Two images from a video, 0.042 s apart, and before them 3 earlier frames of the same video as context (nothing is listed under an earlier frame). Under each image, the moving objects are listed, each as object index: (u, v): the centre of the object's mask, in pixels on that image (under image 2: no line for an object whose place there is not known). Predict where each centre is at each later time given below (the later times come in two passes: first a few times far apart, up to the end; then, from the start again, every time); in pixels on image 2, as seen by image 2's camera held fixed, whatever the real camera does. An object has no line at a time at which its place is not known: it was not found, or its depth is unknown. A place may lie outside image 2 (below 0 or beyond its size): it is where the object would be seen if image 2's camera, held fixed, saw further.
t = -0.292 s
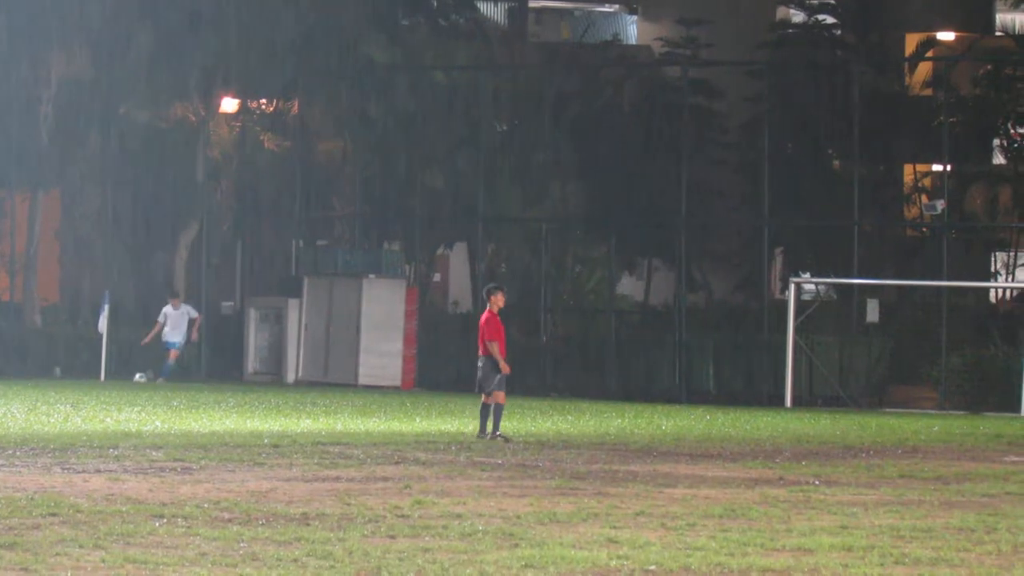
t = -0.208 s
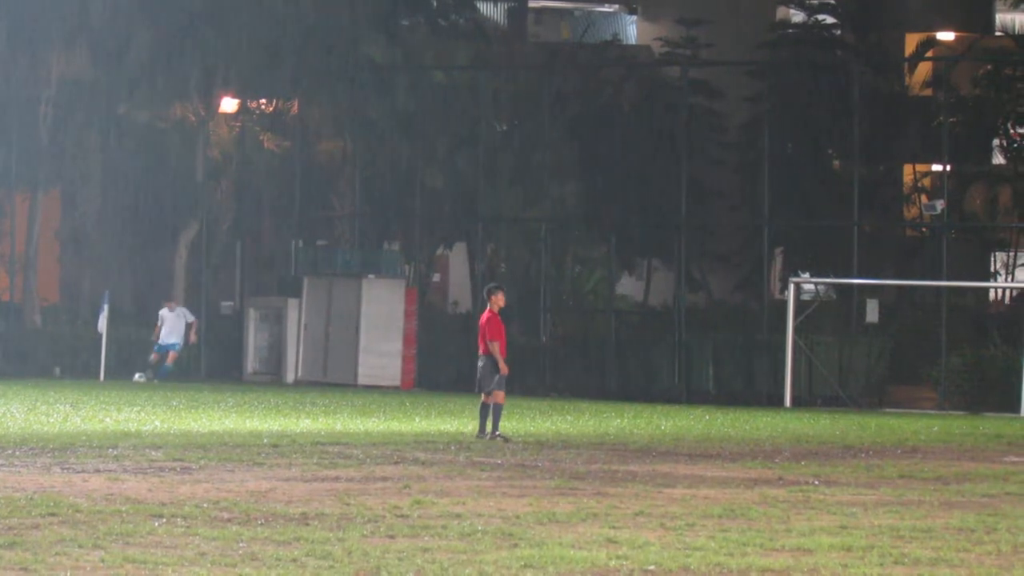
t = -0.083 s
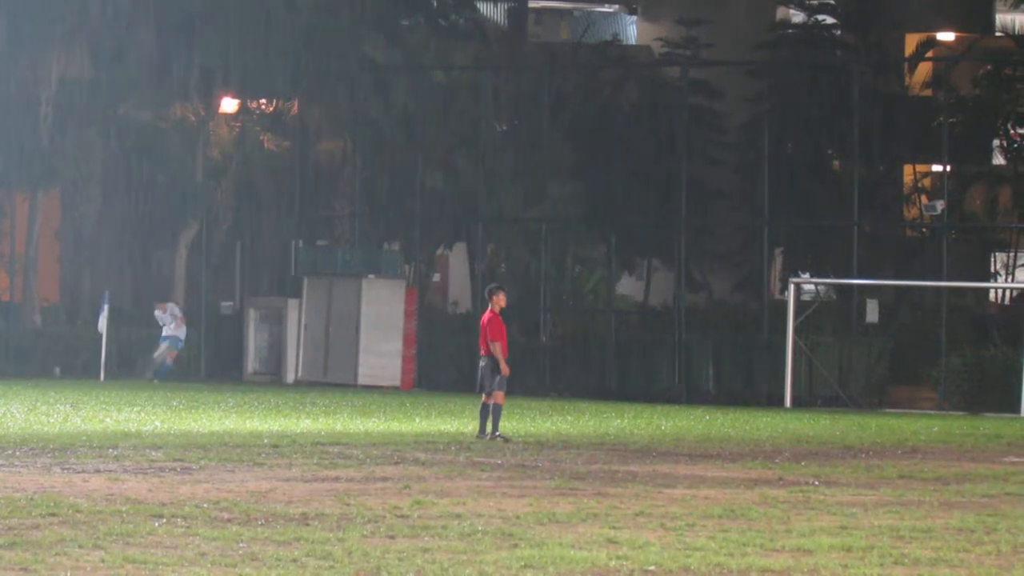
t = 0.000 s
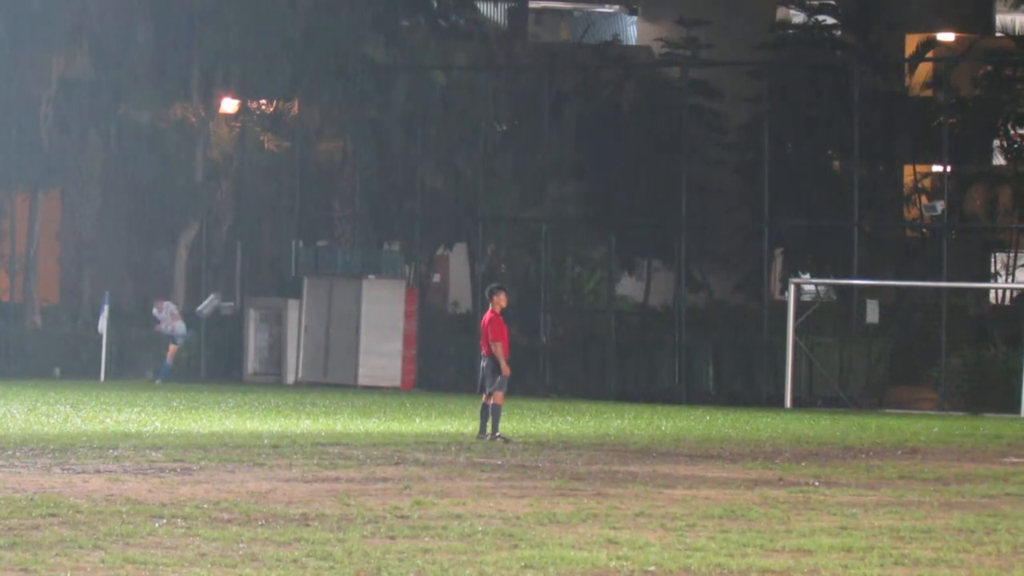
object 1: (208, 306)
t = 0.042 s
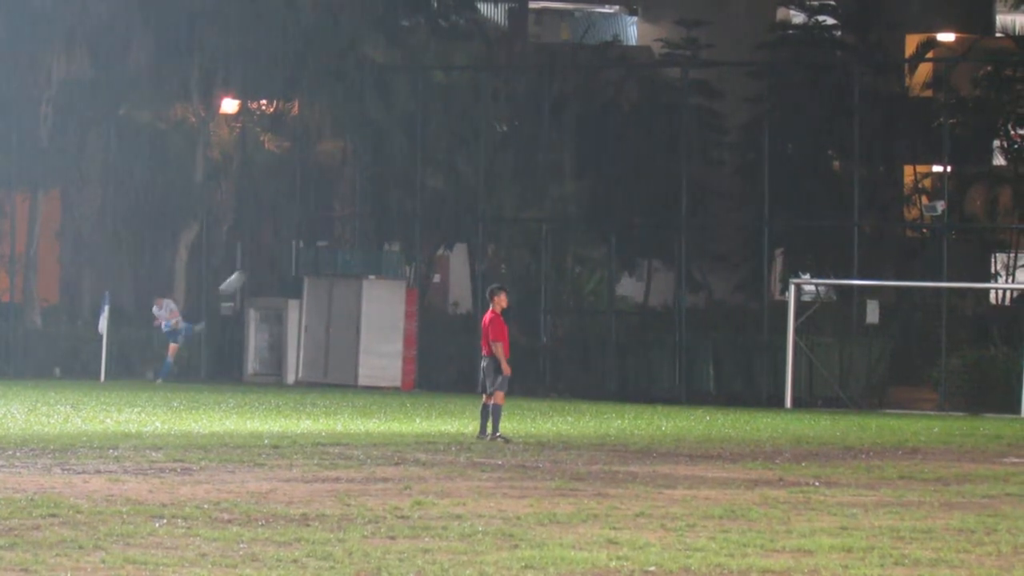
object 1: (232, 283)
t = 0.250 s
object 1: (357, 184)
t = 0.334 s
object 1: (412, 149)
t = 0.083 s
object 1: (256, 262)
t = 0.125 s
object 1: (280, 242)
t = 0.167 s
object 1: (305, 222)
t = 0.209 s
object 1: (331, 203)
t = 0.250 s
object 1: (357, 184)
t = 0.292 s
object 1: (385, 166)
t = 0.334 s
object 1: (412, 149)
